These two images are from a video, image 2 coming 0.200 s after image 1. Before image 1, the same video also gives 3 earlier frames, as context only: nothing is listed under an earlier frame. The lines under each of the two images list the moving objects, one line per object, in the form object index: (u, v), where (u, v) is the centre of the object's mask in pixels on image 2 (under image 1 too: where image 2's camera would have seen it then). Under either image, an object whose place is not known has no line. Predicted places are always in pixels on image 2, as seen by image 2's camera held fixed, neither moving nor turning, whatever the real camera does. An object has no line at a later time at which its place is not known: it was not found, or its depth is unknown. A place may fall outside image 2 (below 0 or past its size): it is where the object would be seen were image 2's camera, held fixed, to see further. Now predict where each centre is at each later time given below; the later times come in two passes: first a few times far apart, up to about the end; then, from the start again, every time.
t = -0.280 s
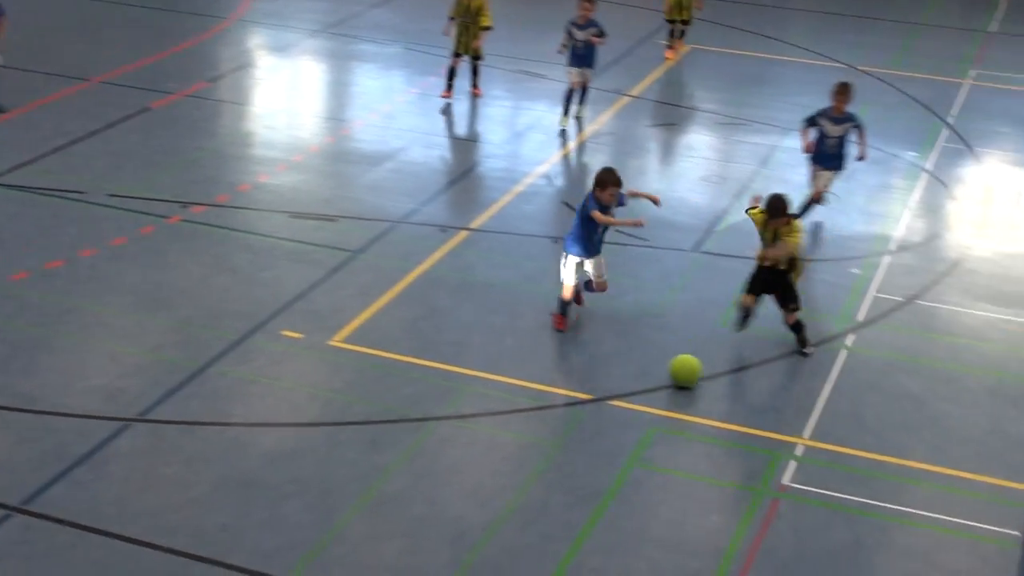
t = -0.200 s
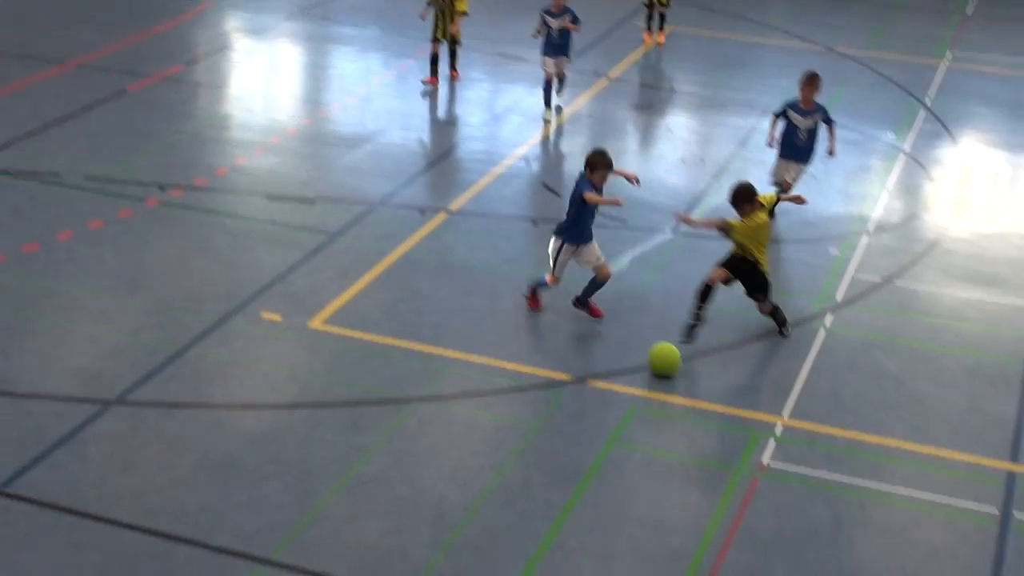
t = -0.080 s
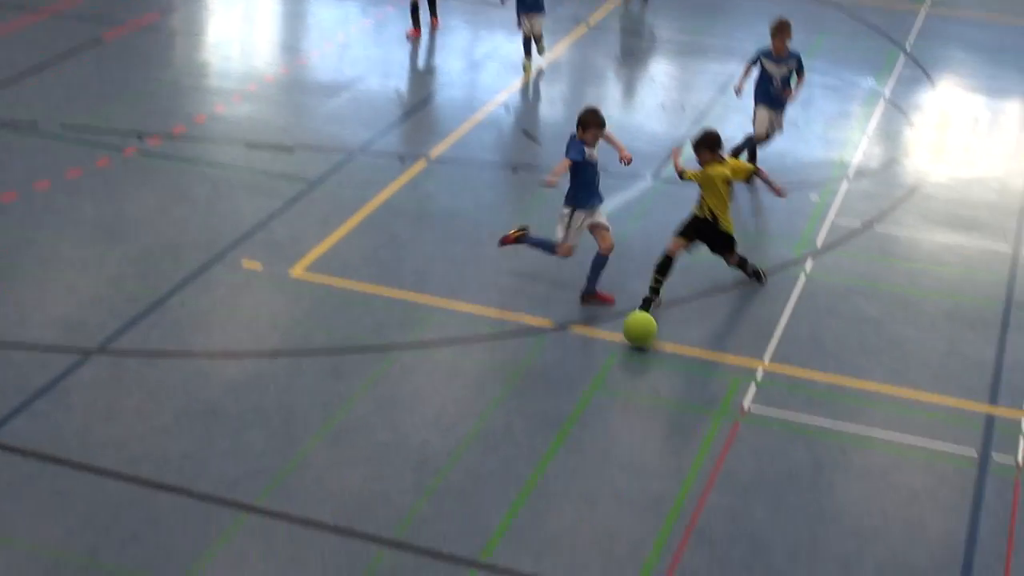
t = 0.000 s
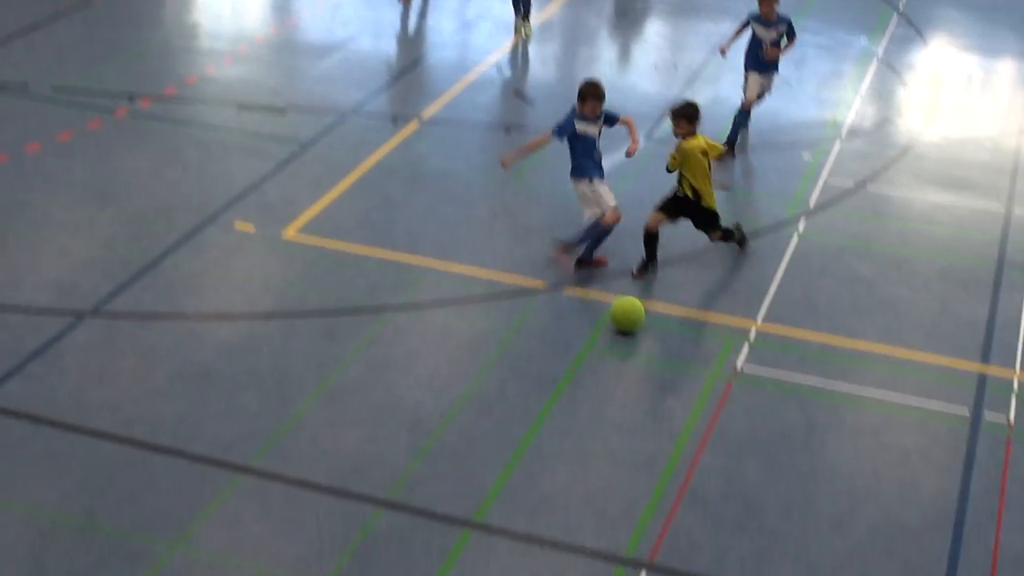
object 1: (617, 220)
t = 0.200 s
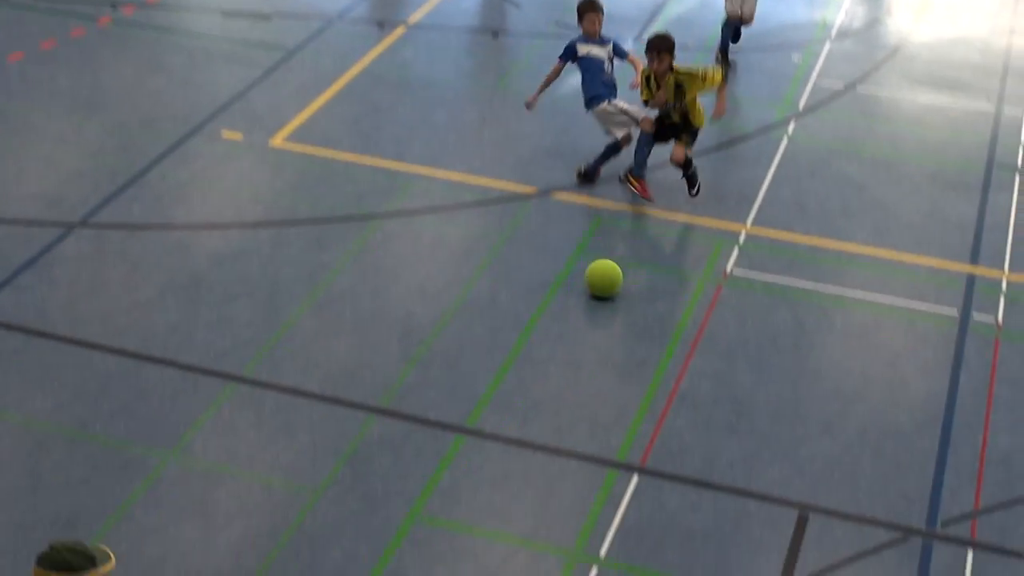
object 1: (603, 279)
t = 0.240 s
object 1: (601, 292)
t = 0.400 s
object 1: (588, 344)
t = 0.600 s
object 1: (572, 418)
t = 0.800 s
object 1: (552, 504)
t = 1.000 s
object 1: (530, 602)
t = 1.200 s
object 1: (504, 717)
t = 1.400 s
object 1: (478, 842)
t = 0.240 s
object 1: (601, 292)
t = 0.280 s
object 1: (598, 303)
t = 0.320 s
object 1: (595, 317)
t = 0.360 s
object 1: (591, 330)
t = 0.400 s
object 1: (588, 344)
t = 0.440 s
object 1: (586, 358)
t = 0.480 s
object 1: (582, 373)
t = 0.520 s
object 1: (578, 388)
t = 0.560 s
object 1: (575, 403)
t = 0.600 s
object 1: (572, 418)
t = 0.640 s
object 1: (568, 434)
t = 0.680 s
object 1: (564, 451)
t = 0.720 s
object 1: (560, 468)
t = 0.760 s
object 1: (556, 487)
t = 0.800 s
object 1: (552, 504)
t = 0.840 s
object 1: (548, 523)
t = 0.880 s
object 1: (543, 542)
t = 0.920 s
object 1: (539, 563)
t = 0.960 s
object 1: (535, 582)
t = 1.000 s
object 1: (530, 602)
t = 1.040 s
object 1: (524, 624)
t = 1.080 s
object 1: (519, 646)
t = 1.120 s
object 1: (514, 670)
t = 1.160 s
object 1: (509, 691)
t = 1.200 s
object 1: (504, 717)
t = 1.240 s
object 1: (499, 741)
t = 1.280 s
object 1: (493, 768)
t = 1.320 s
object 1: (488, 792)
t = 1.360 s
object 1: (484, 816)
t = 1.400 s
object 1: (478, 842)
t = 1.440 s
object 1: (473, 872)
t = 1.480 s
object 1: (467, 904)
